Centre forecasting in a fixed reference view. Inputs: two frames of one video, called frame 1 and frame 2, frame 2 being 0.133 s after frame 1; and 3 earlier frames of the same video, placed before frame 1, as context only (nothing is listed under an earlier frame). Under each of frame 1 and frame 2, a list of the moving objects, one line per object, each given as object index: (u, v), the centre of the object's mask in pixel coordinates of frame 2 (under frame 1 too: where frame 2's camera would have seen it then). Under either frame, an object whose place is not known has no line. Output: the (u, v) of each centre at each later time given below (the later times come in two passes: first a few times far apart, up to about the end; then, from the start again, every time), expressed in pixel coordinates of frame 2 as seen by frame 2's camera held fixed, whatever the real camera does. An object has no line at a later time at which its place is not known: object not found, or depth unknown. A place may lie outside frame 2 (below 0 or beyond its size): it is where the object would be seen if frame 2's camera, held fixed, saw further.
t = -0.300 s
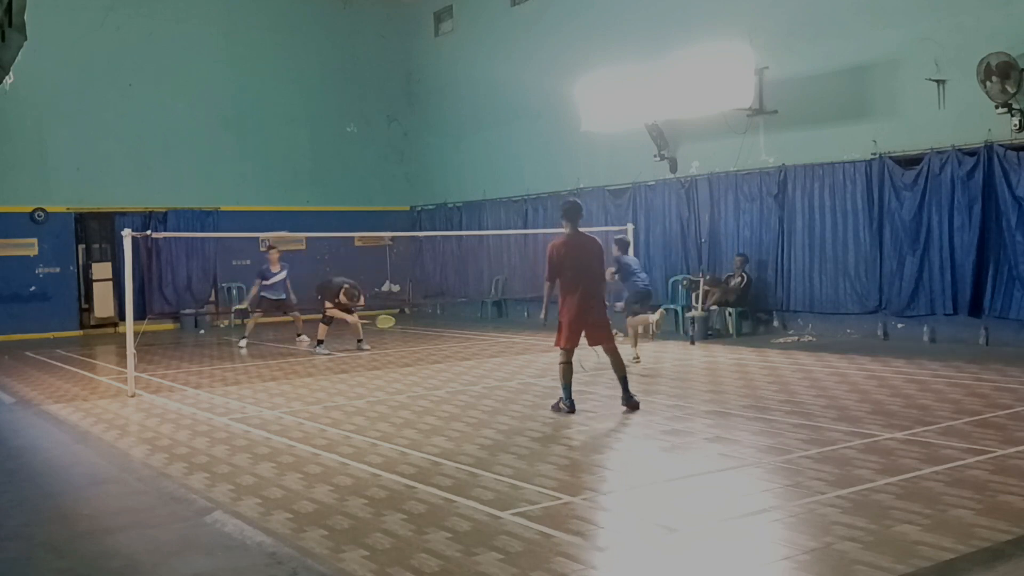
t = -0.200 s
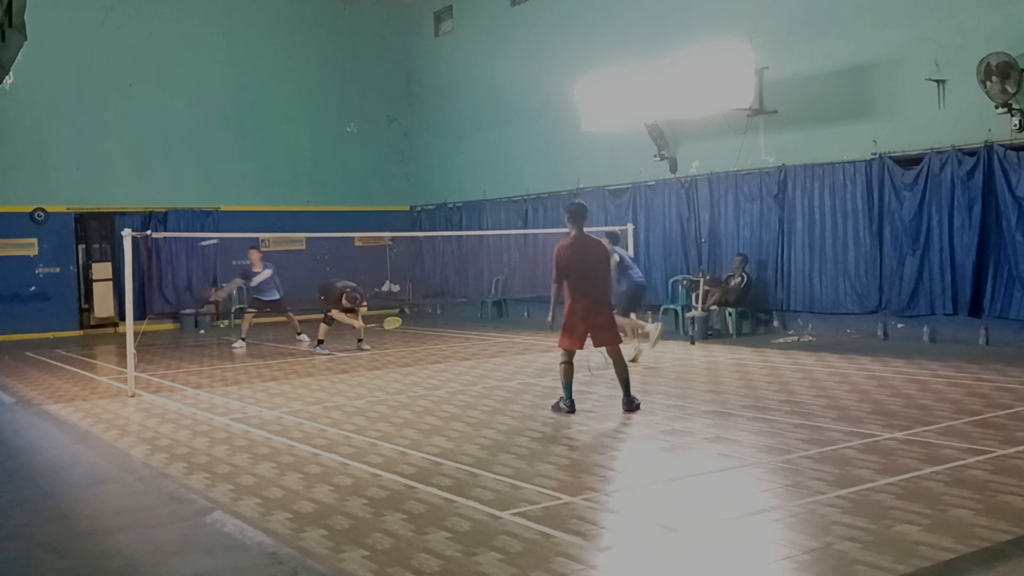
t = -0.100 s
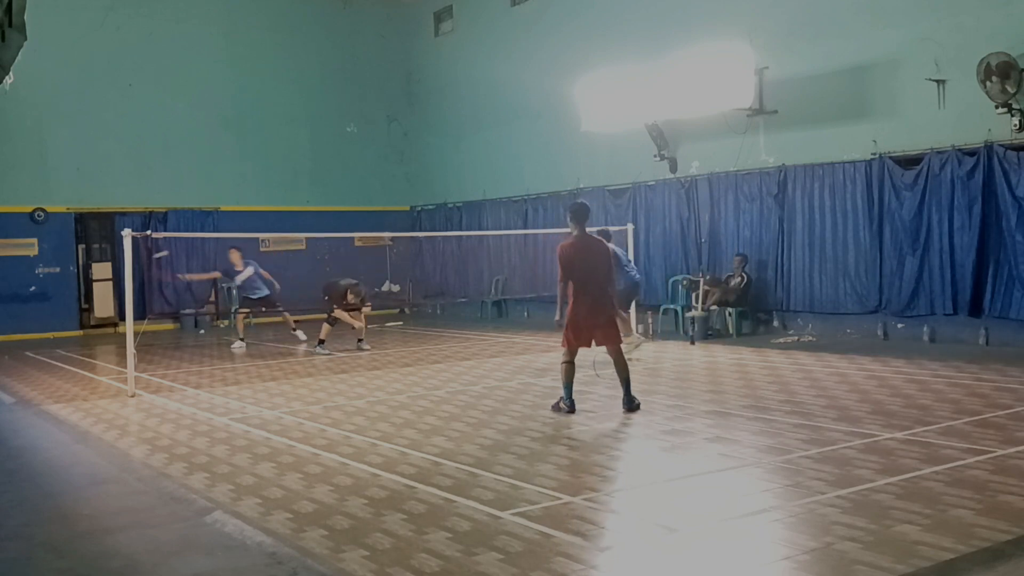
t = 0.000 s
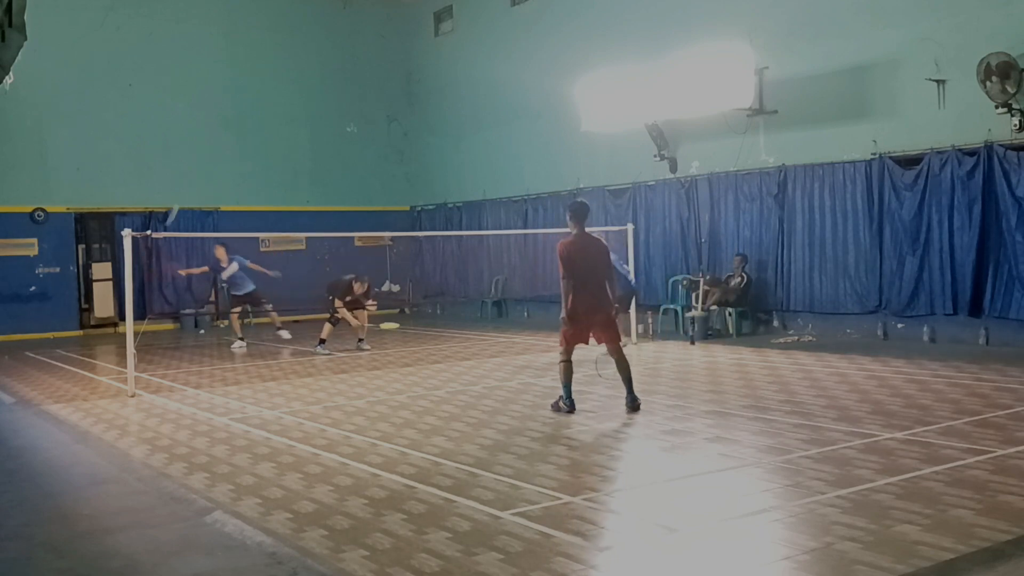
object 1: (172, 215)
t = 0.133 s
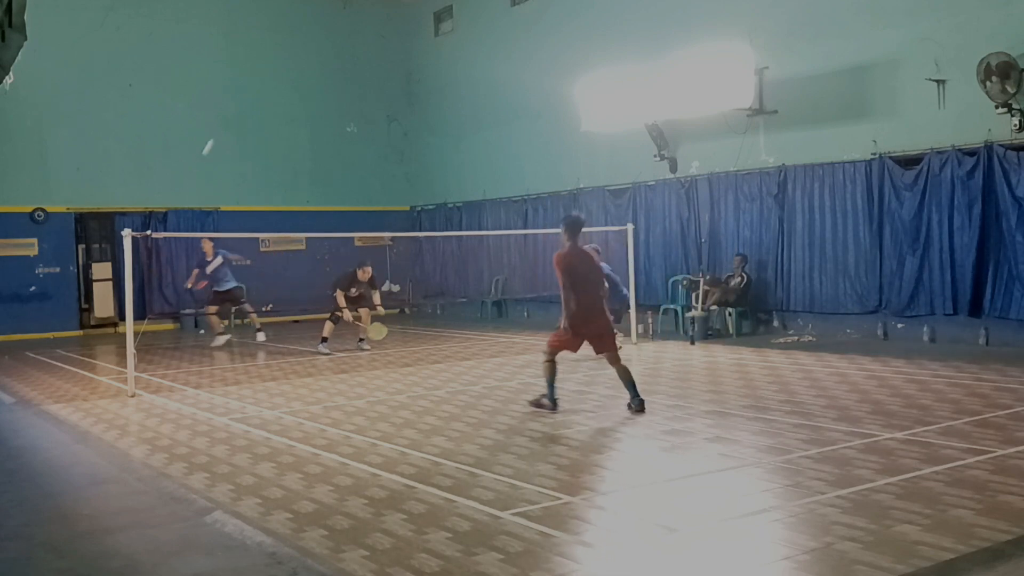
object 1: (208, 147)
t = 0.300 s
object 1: (247, 95)
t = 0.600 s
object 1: (310, 74)
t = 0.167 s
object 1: (216, 134)
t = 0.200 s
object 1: (224, 122)
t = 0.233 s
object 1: (232, 112)
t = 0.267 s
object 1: (240, 103)
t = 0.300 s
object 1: (247, 95)
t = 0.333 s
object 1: (255, 88)
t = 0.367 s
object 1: (262, 83)
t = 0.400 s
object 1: (269, 77)
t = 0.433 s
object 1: (276, 74)
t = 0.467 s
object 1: (283, 72)
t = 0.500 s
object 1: (289, 71)
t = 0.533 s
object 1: (296, 70)
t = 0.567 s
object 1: (303, 72)
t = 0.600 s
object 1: (310, 74)
